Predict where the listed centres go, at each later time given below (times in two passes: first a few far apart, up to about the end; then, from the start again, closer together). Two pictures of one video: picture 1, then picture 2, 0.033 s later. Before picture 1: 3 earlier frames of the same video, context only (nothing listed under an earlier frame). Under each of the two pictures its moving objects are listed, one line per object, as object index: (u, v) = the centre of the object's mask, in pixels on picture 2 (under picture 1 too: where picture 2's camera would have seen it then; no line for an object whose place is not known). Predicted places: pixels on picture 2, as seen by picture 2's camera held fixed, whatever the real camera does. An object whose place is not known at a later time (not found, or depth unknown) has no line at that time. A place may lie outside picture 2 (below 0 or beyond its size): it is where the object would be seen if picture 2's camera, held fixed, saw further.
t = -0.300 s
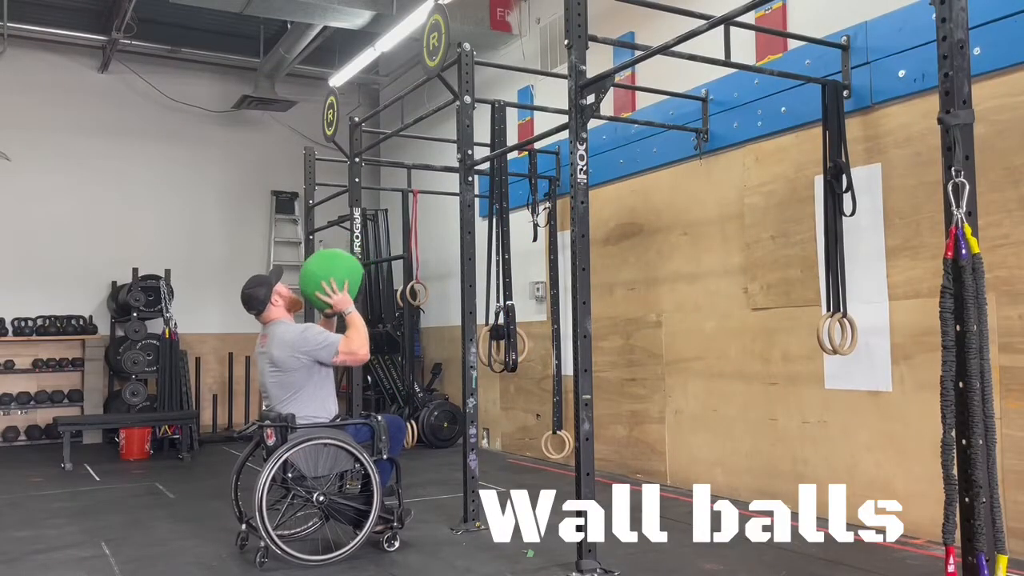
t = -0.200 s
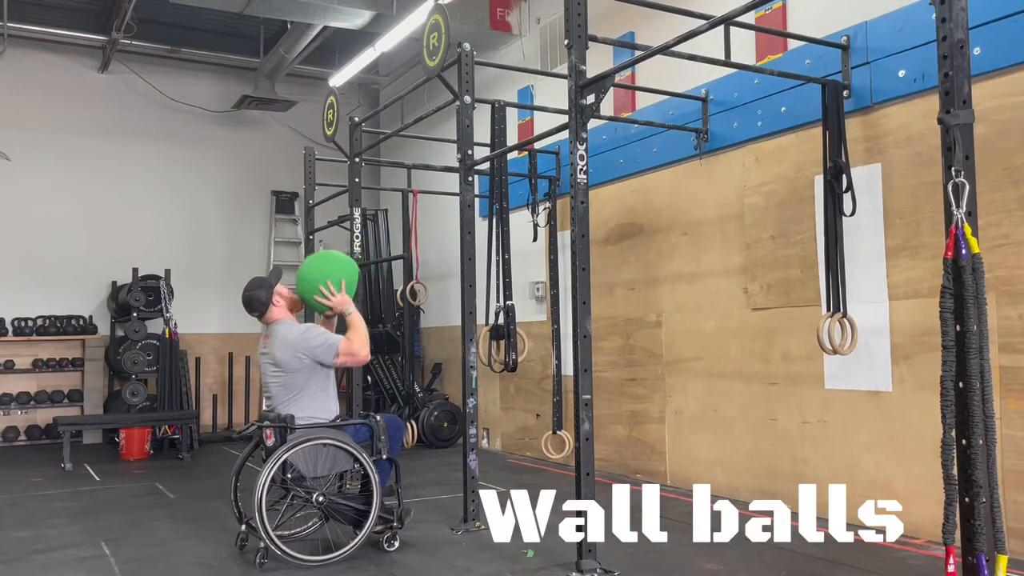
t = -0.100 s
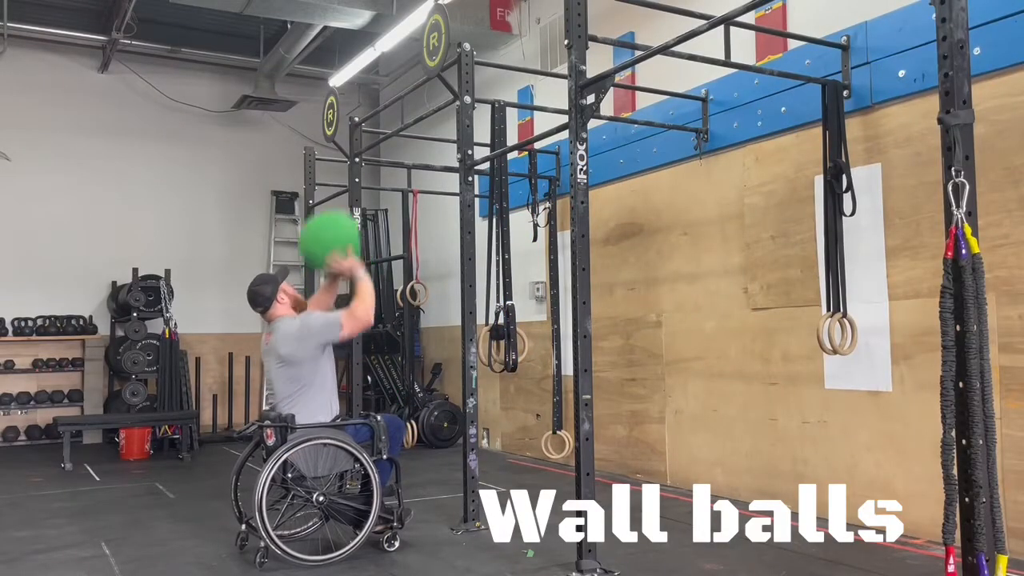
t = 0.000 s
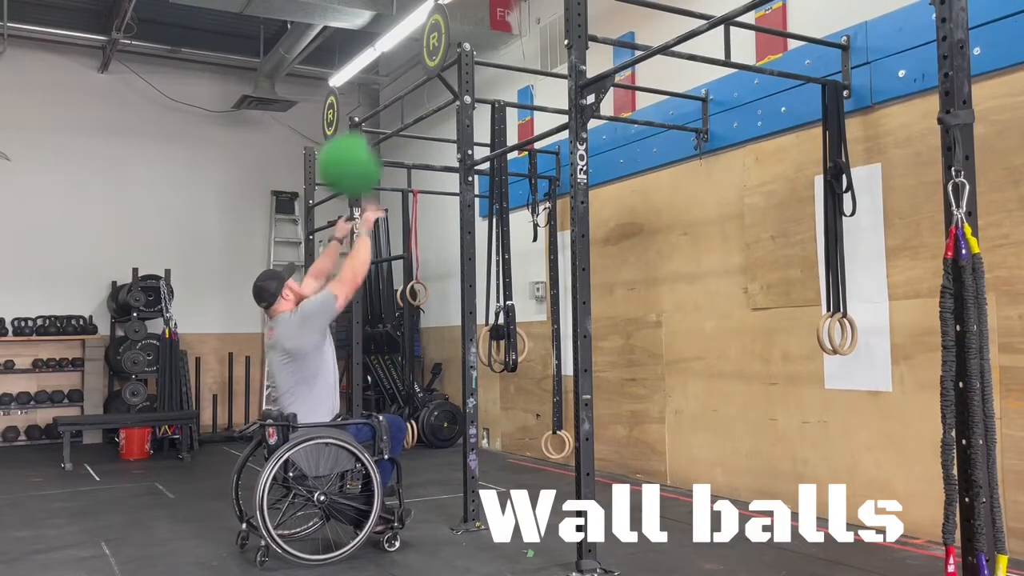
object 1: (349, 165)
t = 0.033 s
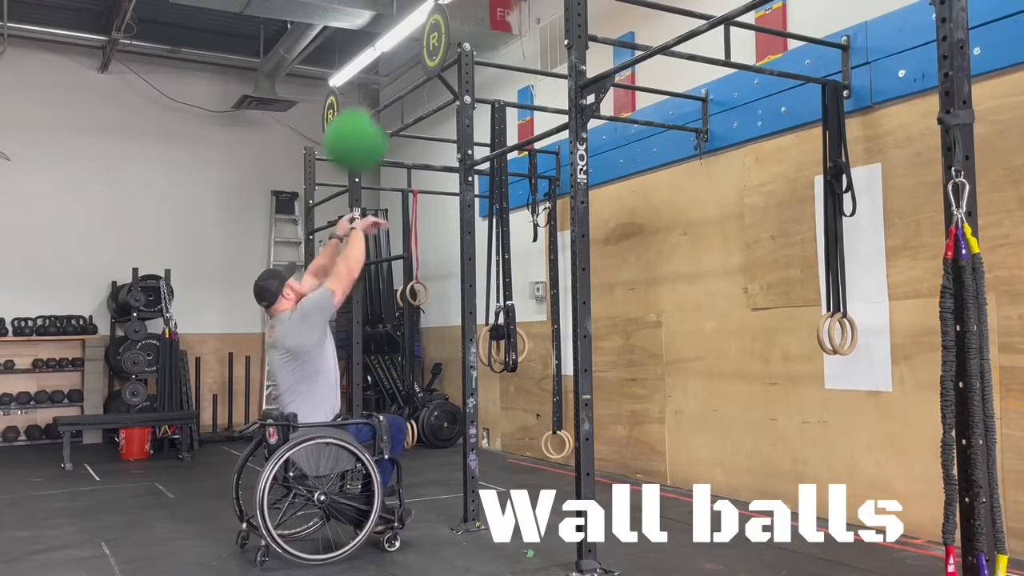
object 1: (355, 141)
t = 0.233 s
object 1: (394, 38)
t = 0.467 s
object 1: (401, 21)
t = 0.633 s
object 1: (379, 61)
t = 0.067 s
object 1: (363, 119)
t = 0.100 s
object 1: (370, 100)
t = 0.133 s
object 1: (377, 81)
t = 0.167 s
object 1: (384, 67)
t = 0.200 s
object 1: (391, 55)
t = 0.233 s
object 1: (394, 38)
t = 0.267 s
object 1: (401, 29)
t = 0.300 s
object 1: (418, 29)
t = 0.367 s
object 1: (413, 20)
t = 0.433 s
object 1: (406, 20)
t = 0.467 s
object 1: (401, 21)
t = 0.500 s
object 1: (397, 24)
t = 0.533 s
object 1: (392, 29)
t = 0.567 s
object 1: (388, 37)
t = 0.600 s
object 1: (383, 48)
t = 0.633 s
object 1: (379, 61)
